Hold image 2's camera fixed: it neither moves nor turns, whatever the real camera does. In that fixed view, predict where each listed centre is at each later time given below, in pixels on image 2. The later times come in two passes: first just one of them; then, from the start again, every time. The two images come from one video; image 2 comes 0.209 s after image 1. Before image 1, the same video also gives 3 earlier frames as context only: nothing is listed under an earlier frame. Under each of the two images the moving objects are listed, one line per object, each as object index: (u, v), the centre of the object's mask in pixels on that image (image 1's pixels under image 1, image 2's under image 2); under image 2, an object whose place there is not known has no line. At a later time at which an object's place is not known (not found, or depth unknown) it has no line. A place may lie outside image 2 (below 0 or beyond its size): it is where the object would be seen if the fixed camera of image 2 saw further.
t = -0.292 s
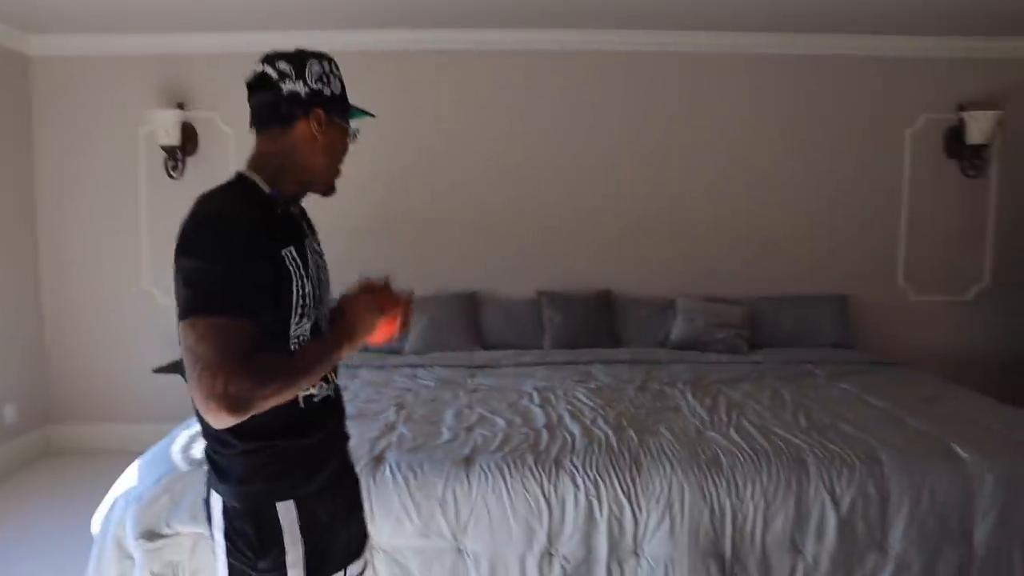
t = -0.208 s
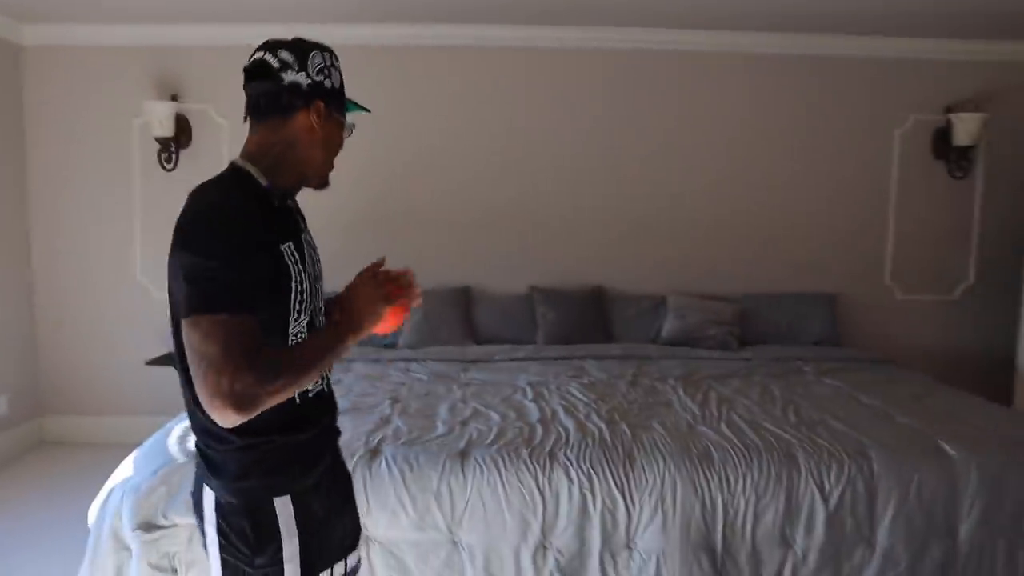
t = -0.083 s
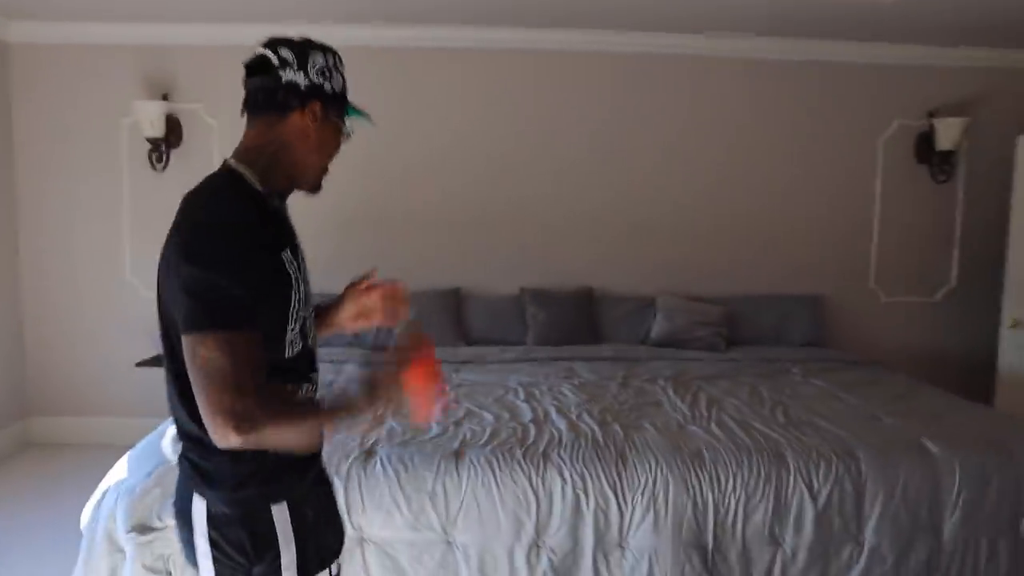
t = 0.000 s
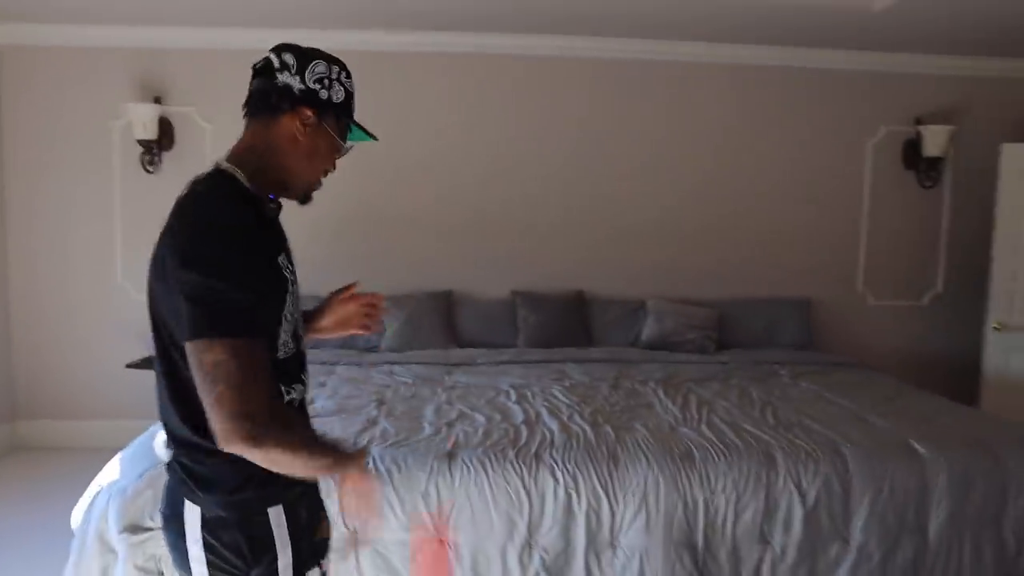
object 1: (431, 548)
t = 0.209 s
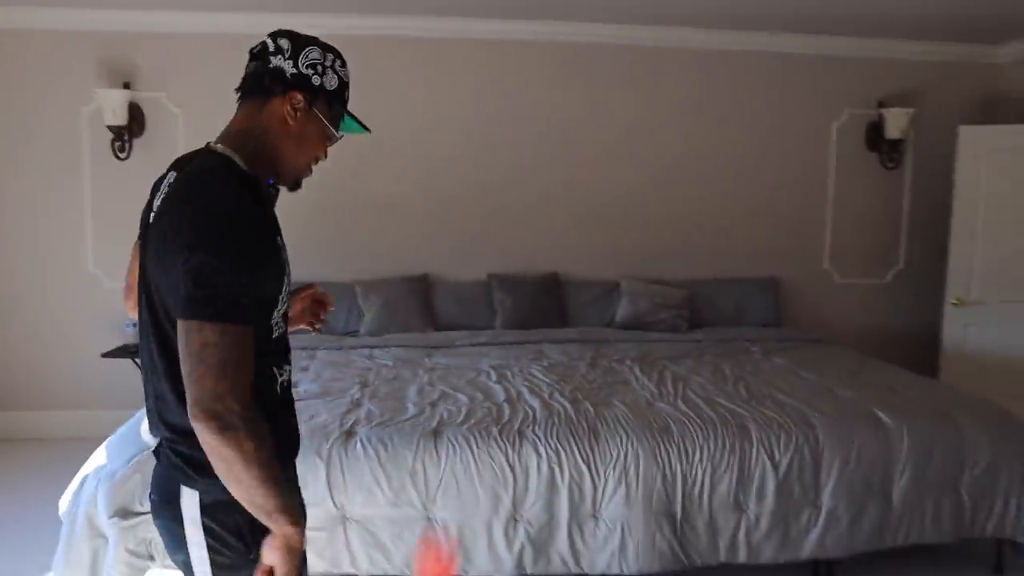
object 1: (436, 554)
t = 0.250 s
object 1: (439, 508)
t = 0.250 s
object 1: (439, 508)
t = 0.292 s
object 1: (443, 444)
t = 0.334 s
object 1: (447, 391)
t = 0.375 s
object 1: (454, 340)
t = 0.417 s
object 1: (461, 297)
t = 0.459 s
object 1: (467, 259)
